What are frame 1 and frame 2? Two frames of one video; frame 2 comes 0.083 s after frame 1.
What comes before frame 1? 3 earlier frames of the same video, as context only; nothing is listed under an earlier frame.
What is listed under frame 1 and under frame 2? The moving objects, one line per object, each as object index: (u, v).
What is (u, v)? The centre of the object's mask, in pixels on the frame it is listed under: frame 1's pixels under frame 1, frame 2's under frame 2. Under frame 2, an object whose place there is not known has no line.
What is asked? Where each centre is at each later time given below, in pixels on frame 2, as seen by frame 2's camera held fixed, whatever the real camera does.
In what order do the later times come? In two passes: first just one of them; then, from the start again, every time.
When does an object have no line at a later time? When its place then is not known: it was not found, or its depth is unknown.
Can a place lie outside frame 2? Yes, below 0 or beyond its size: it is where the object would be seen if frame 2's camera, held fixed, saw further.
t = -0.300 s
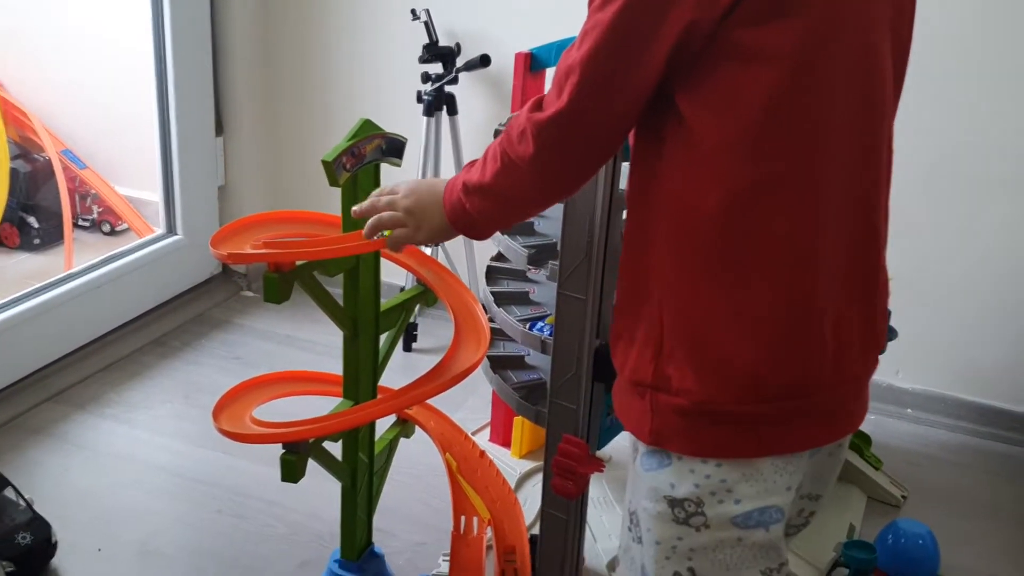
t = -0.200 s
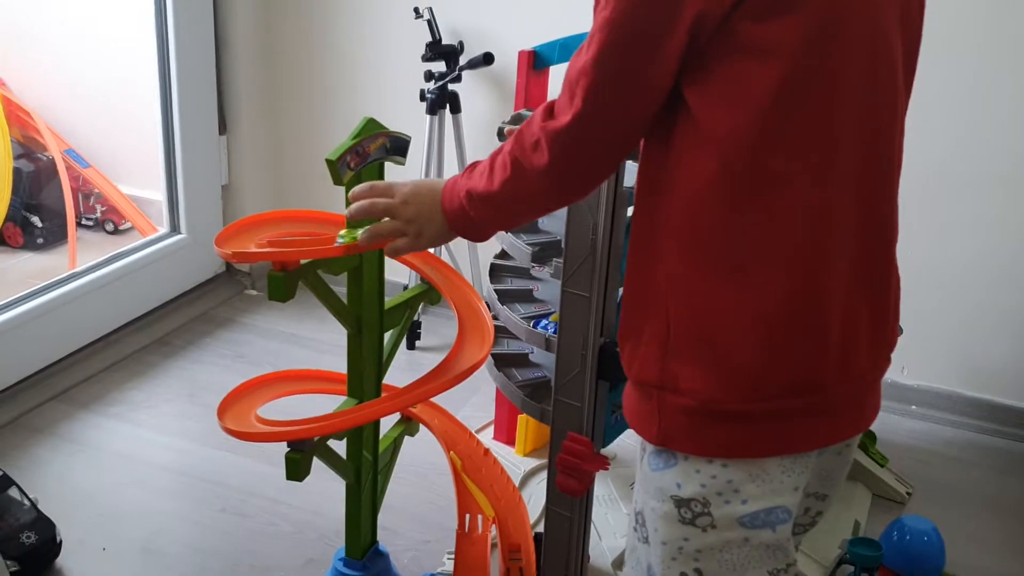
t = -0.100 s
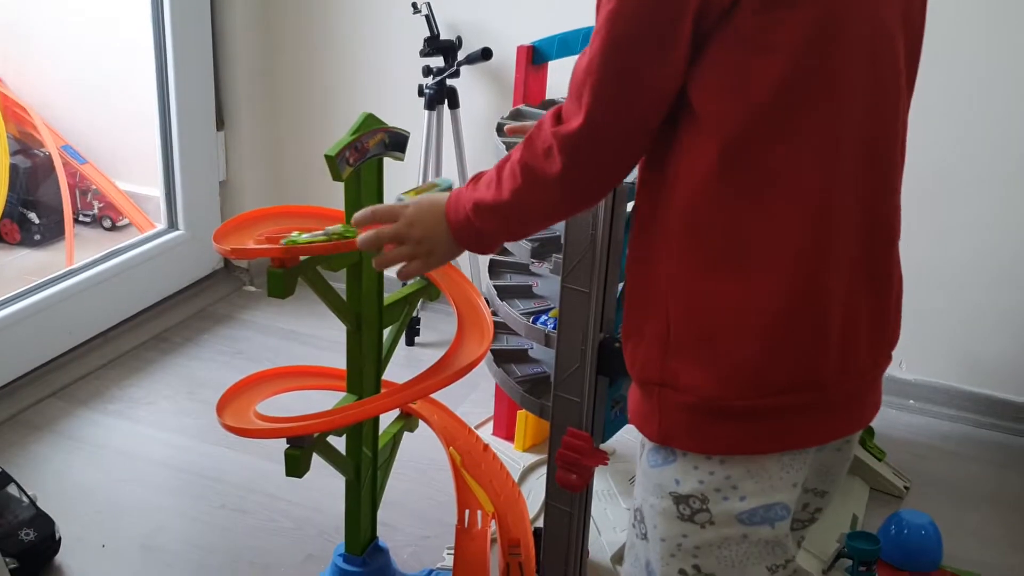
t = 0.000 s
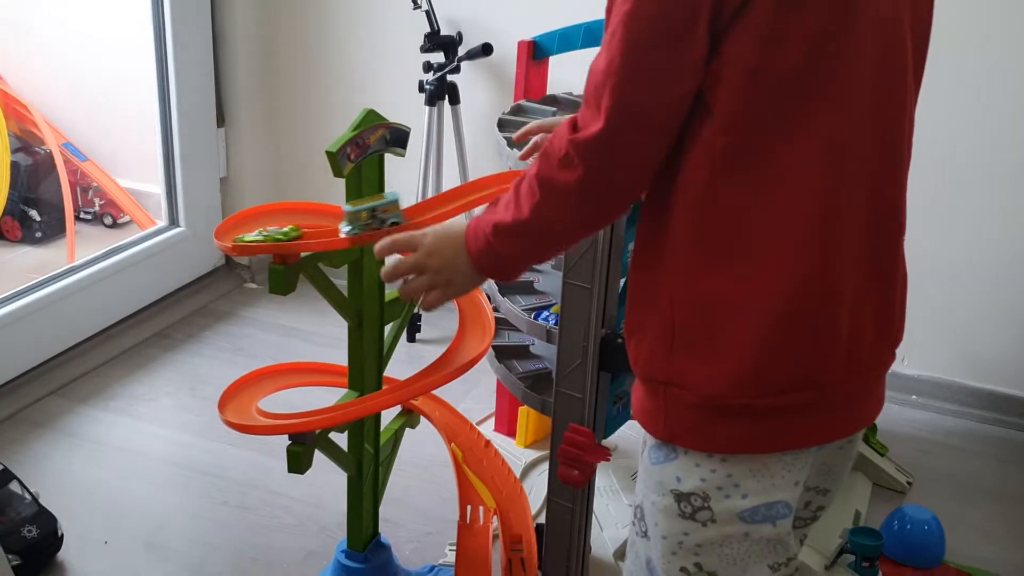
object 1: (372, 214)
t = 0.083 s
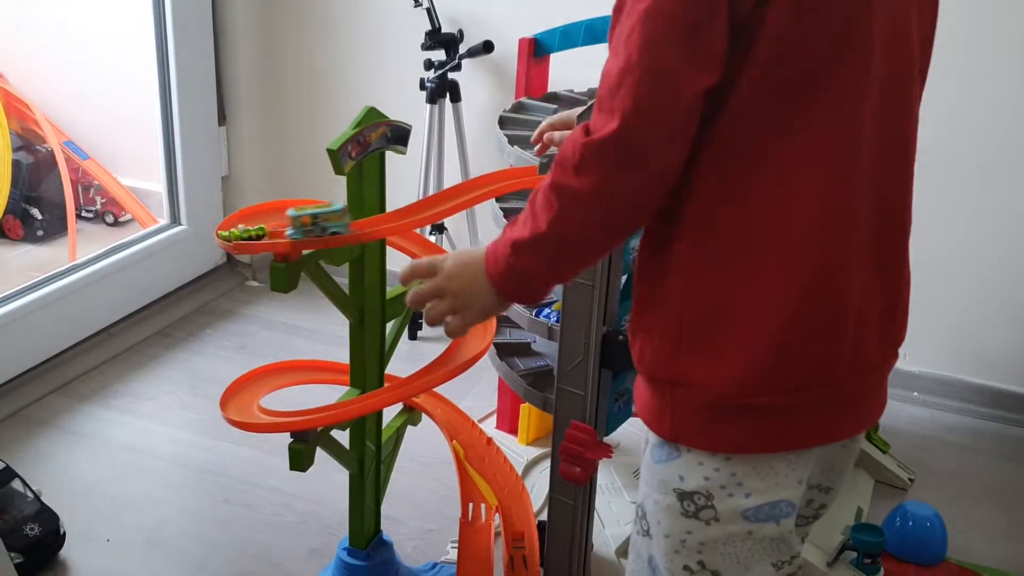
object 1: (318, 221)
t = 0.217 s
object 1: (246, 226)
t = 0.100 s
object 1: (307, 222)
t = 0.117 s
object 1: (296, 223)
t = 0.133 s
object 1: (286, 223)
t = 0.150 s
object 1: (277, 224)
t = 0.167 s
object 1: (268, 224)
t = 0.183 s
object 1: (259, 225)
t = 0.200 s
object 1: (253, 225)
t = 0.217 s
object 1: (246, 226)
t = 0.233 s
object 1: (241, 225)
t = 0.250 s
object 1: (238, 225)
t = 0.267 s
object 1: (235, 225)
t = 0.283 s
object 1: (233, 224)
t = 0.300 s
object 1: (234, 224)
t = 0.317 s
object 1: (234, 223)
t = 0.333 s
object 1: (235, 223)
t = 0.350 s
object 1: (235, 223)
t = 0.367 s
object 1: (236, 221)
